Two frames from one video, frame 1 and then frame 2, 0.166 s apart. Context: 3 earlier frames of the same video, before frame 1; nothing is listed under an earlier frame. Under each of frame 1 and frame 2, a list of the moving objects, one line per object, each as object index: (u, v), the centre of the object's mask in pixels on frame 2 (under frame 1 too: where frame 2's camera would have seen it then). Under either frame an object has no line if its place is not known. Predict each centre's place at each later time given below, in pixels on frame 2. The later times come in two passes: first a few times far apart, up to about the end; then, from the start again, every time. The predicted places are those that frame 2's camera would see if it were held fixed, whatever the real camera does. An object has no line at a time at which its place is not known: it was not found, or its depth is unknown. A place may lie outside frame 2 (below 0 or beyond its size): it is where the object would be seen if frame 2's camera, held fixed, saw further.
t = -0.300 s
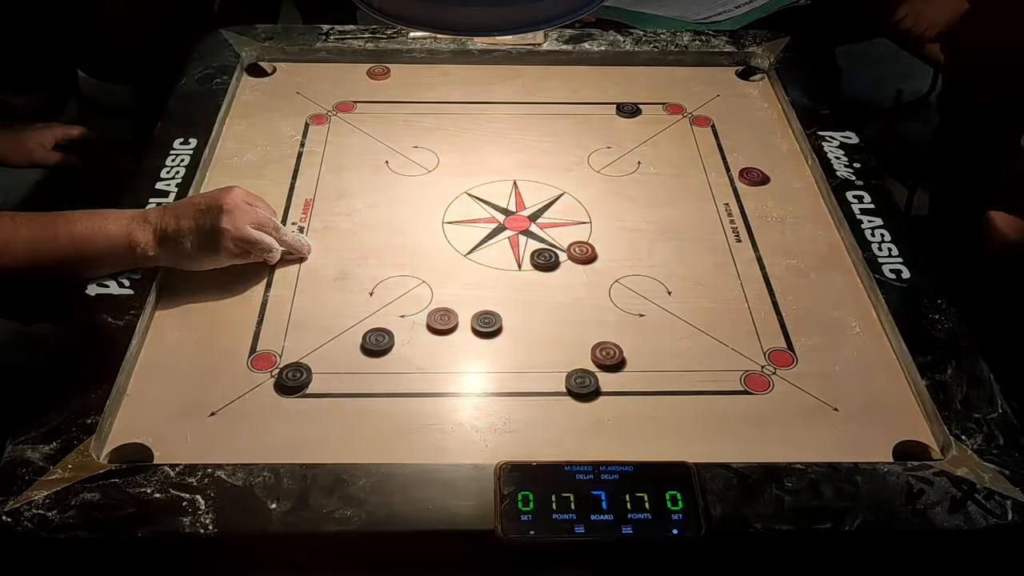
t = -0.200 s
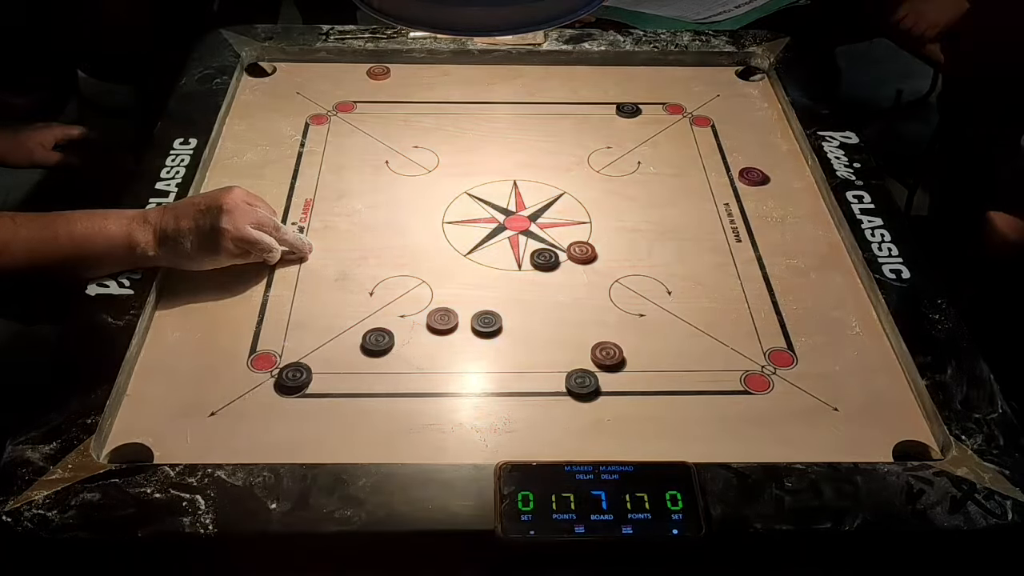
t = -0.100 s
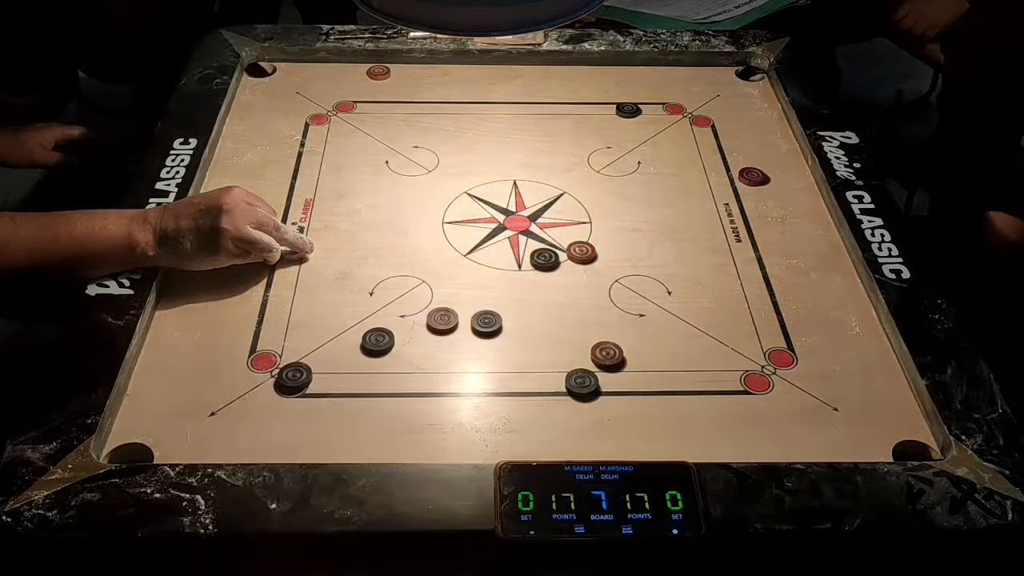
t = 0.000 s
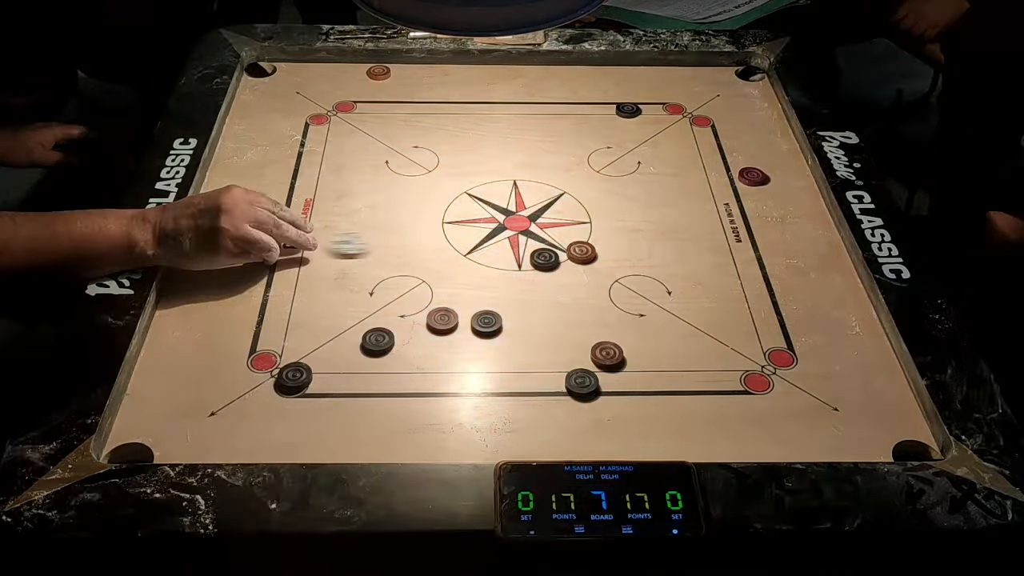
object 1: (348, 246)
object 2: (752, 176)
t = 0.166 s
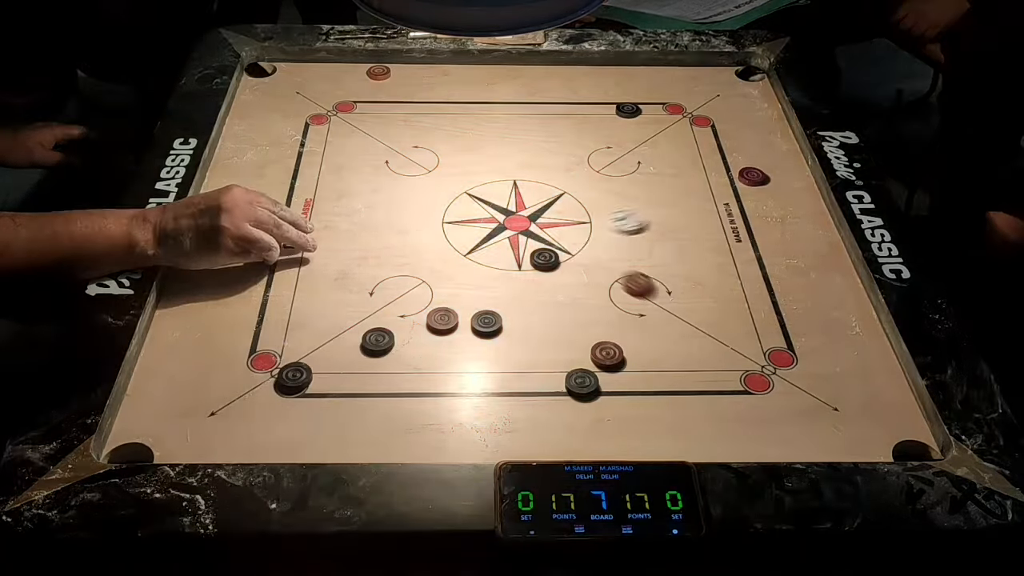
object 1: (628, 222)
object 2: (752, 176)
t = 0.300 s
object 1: (779, 192)
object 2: (754, 168)
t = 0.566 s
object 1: (623, 179)
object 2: (764, 106)
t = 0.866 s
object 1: (484, 169)
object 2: (766, 96)
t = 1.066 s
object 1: (444, 168)
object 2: (766, 96)
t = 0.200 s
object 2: (752, 176)
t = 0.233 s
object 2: (752, 176)
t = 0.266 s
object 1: (744, 197)
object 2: (752, 176)
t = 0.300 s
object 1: (779, 192)
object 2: (754, 168)
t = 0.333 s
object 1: (801, 190)
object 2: (756, 157)
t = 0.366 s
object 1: (772, 188)
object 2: (757, 146)
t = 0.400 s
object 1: (742, 186)
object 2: (758, 137)
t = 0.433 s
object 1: (716, 185)
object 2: (759, 129)
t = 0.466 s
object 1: (691, 183)
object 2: (760, 122)
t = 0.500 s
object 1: (667, 180)
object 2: (761, 116)
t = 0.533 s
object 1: (644, 180)
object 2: (762, 111)
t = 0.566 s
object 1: (623, 179)
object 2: (764, 106)
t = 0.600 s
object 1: (602, 178)
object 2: (765, 103)
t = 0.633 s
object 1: (582, 175)
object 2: (765, 100)
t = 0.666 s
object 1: (566, 170)
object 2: (766, 98)
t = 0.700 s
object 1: (548, 173)
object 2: (766, 97)
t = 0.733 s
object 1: (533, 171)
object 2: (766, 96)
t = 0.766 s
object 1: (519, 170)
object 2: (765, 96)
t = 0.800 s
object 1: (506, 170)
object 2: (766, 96)
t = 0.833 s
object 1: (494, 170)
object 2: (766, 96)
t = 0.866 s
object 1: (484, 169)
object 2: (766, 96)
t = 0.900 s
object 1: (474, 168)
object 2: (766, 96)
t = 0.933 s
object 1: (466, 168)
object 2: (766, 96)
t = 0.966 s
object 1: (459, 167)
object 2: (766, 96)
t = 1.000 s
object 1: (453, 167)
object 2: (766, 96)
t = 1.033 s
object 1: (448, 168)
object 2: (766, 96)
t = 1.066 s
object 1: (444, 168)
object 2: (766, 96)
